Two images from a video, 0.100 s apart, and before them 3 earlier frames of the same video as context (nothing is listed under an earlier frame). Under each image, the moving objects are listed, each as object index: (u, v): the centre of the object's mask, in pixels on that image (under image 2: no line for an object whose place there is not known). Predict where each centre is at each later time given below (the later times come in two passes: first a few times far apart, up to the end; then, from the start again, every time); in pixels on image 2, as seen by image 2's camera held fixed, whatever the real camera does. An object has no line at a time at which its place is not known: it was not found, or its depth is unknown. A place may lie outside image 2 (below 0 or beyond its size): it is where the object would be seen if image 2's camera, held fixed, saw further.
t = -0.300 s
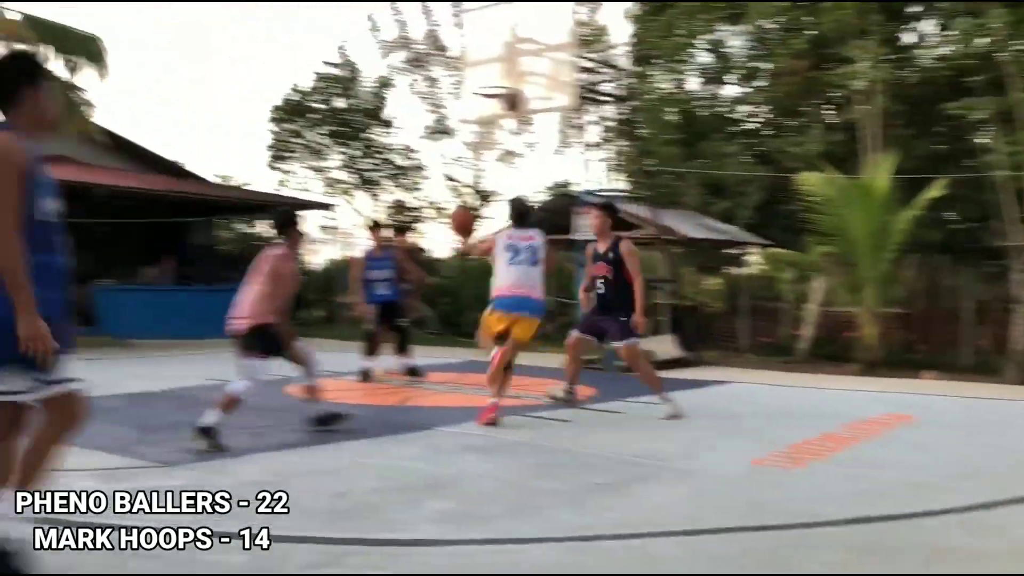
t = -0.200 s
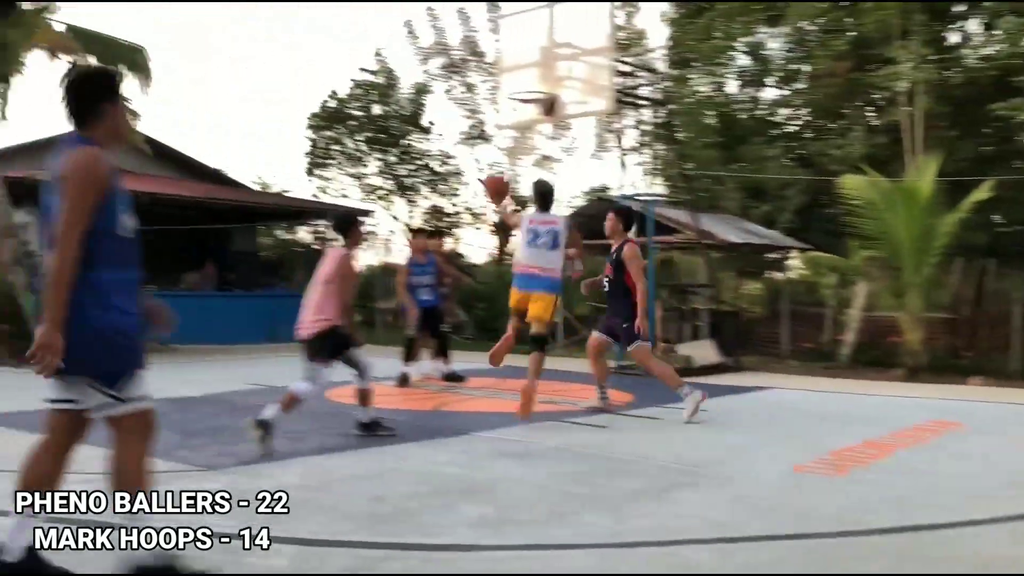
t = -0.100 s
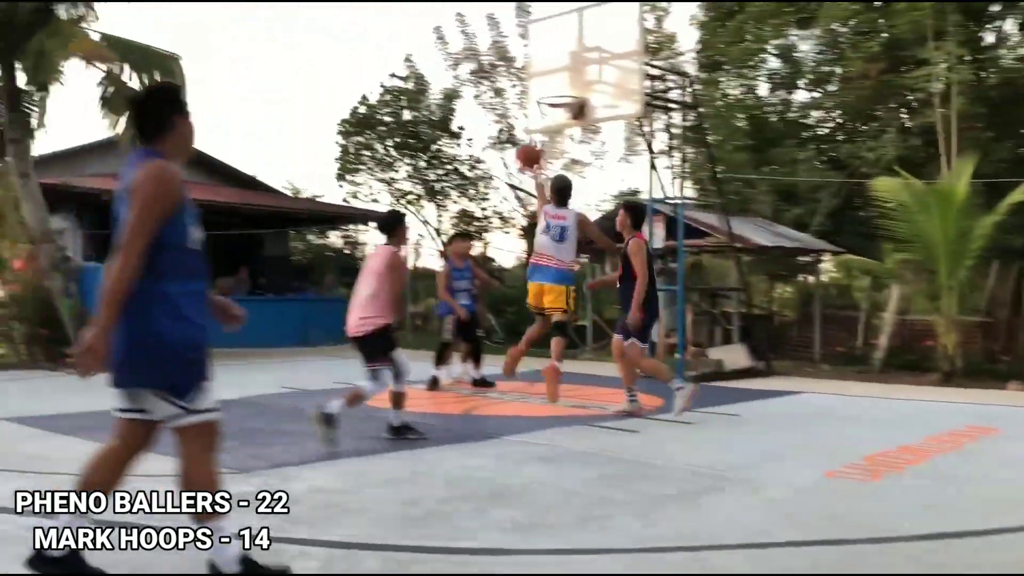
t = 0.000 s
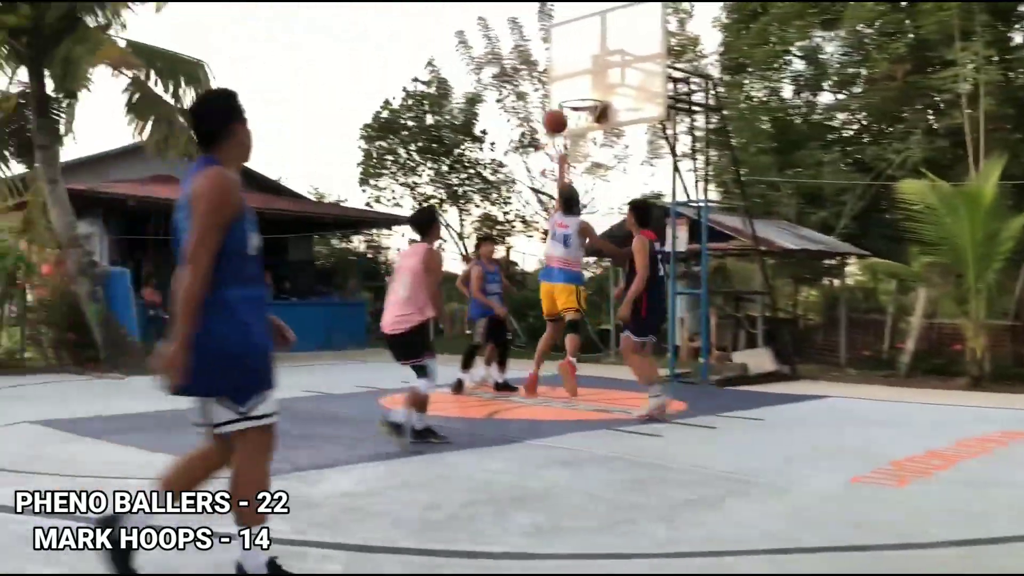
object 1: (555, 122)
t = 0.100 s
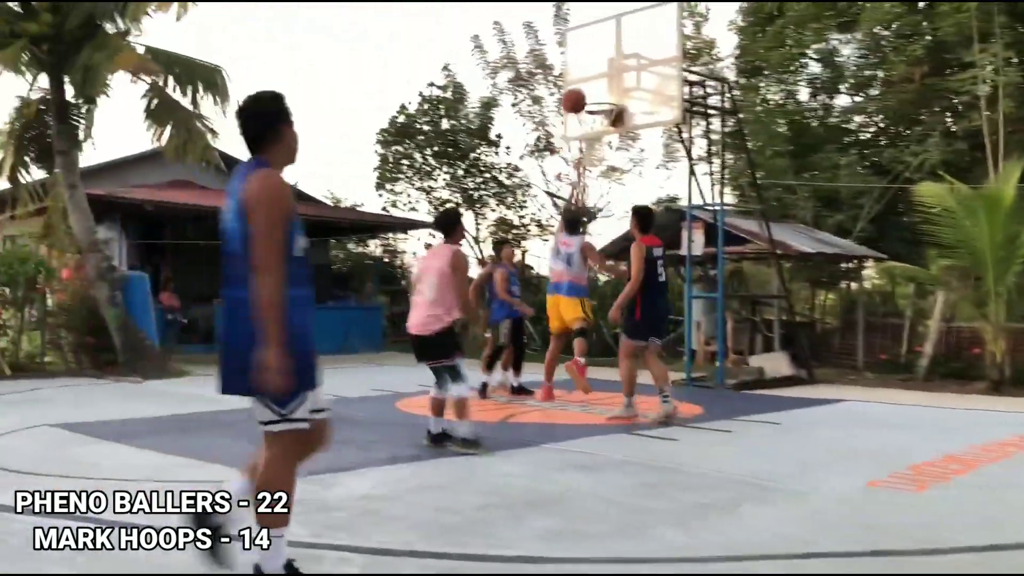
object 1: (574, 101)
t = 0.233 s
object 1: (579, 85)
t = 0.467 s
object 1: (588, 100)
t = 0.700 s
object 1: (601, 113)
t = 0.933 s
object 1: (591, 137)
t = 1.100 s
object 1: (582, 170)
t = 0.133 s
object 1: (574, 94)
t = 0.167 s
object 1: (577, 90)
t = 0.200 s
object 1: (578, 87)
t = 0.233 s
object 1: (579, 85)
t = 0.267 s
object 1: (580, 84)
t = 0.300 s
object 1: (582, 84)
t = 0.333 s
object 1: (583, 85)
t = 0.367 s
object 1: (584, 87)
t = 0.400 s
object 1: (585, 90)
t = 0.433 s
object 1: (586, 94)
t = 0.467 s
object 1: (588, 100)
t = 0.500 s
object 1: (589, 105)
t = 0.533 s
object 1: (592, 105)
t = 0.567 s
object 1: (597, 106)
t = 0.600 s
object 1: (600, 107)
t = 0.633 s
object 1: (602, 108)
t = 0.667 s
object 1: (601, 110)
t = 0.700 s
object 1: (601, 113)
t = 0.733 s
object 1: (601, 117)
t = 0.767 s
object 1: (599, 121)
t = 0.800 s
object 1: (599, 125)
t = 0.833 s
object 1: (597, 126)
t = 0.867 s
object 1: (596, 129)
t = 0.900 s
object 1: (593, 133)
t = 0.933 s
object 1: (591, 137)
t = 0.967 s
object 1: (589, 142)
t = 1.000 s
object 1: (588, 147)
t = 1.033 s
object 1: (585, 154)
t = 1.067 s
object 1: (584, 161)
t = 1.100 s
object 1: (582, 170)
